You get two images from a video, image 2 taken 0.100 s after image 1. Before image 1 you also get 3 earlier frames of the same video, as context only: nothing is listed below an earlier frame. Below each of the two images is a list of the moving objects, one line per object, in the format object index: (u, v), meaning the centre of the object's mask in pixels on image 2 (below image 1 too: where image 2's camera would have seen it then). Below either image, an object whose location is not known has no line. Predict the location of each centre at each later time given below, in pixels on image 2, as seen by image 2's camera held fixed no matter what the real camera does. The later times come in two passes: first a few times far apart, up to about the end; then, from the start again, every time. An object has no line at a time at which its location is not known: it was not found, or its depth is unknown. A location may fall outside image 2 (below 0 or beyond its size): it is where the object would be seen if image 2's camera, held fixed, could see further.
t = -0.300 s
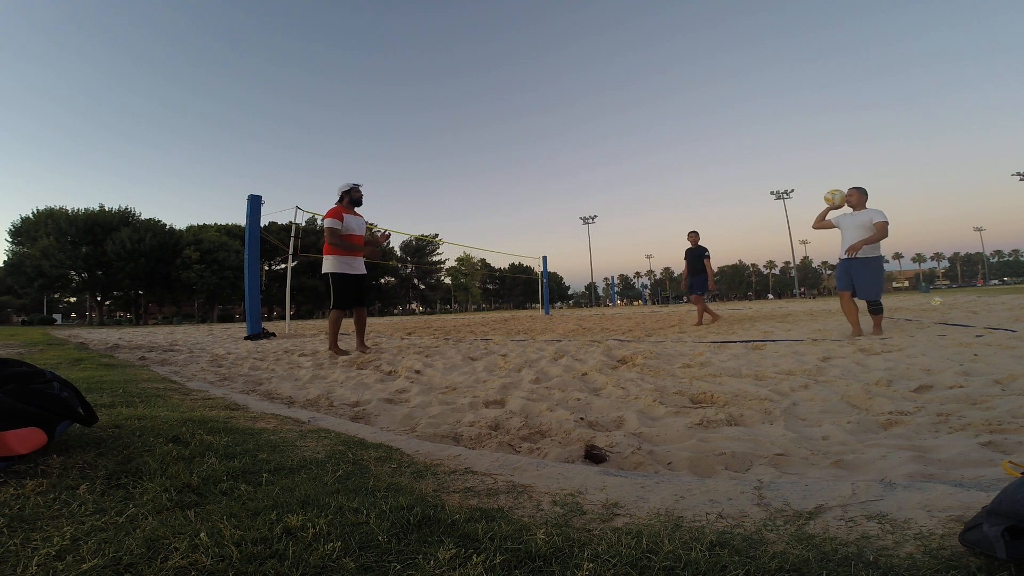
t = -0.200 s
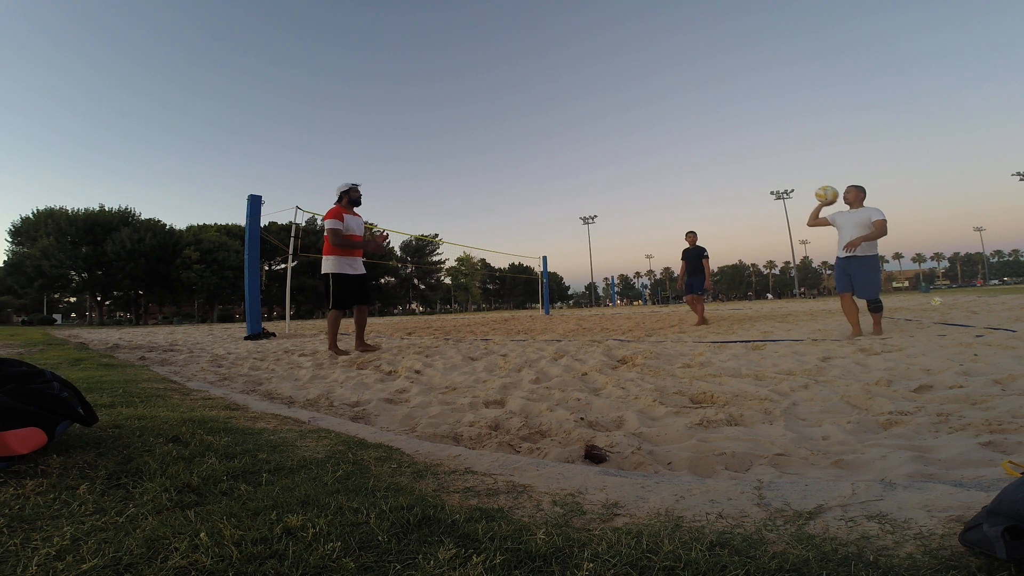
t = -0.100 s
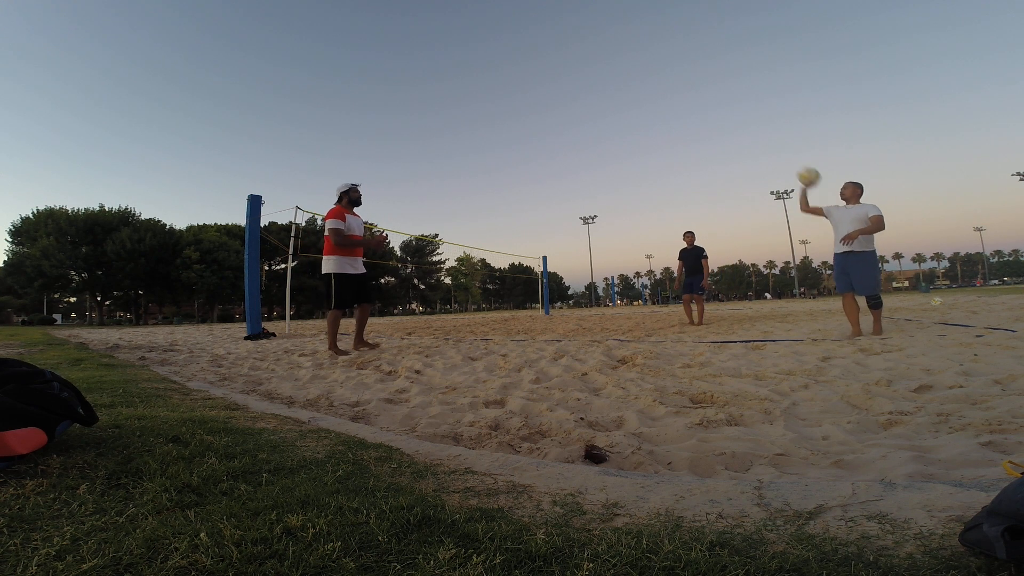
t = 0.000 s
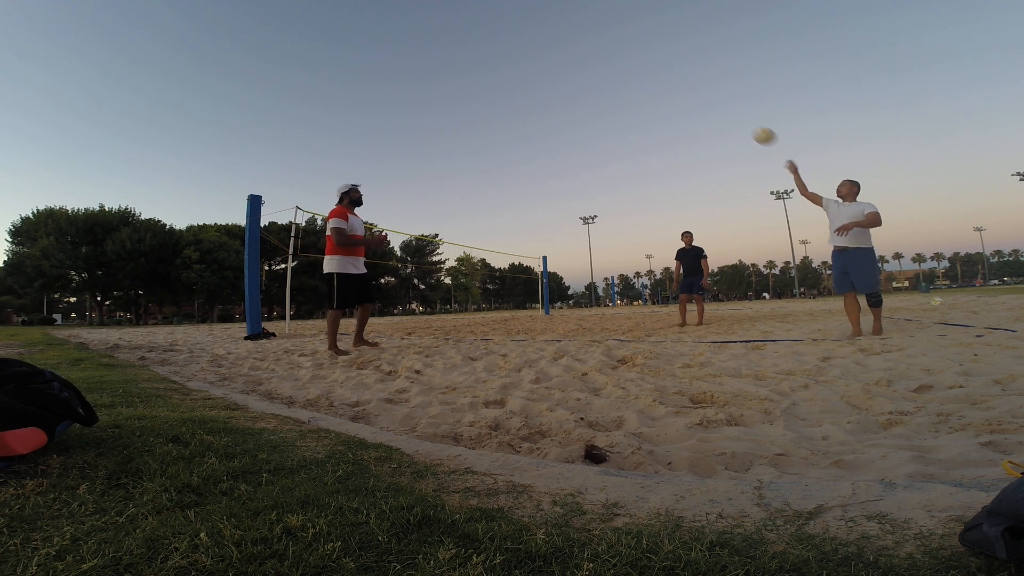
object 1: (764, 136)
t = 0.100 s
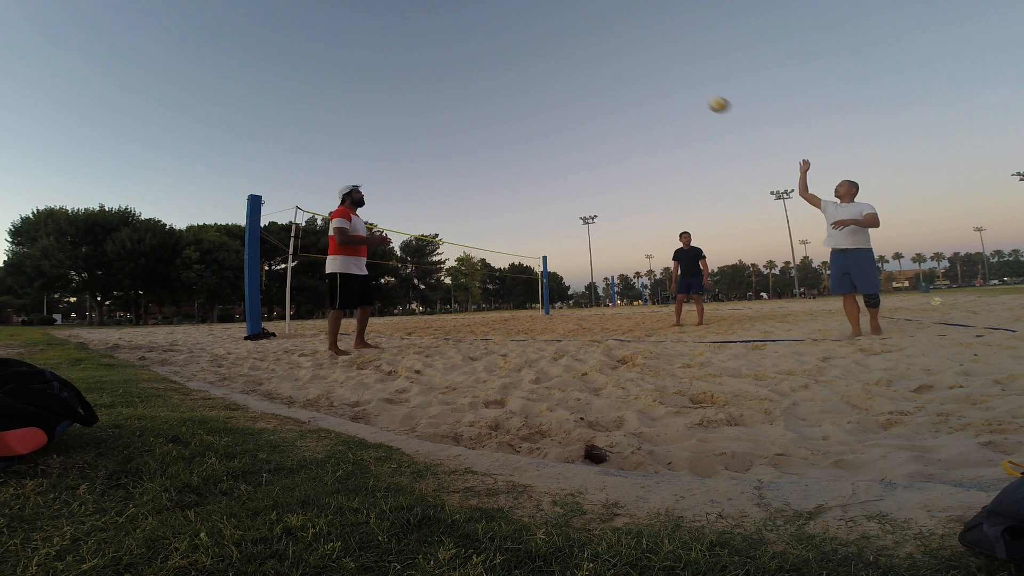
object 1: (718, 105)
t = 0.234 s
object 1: (663, 77)
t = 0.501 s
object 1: (569, 58)
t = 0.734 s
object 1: (497, 78)
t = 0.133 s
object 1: (704, 96)
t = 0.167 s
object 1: (690, 89)
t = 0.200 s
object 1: (676, 83)
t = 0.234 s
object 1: (663, 77)
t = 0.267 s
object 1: (650, 72)
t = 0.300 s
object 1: (638, 68)
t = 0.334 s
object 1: (625, 65)
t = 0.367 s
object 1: (613, 62)
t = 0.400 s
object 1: (602, 60)
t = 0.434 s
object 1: (590, 59)
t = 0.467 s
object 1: (579, 58)
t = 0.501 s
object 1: (569, 58)
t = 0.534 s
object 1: (558, 59)
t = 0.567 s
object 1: (547, 60)
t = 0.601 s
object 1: (537, 62)
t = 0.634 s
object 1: (527, 65)
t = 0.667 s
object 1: (517, 69)
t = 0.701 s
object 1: (507, 73)
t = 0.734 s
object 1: (497, 78)
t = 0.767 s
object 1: (487, 84)
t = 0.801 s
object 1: (477, 91)
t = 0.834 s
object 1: (466, 99)
